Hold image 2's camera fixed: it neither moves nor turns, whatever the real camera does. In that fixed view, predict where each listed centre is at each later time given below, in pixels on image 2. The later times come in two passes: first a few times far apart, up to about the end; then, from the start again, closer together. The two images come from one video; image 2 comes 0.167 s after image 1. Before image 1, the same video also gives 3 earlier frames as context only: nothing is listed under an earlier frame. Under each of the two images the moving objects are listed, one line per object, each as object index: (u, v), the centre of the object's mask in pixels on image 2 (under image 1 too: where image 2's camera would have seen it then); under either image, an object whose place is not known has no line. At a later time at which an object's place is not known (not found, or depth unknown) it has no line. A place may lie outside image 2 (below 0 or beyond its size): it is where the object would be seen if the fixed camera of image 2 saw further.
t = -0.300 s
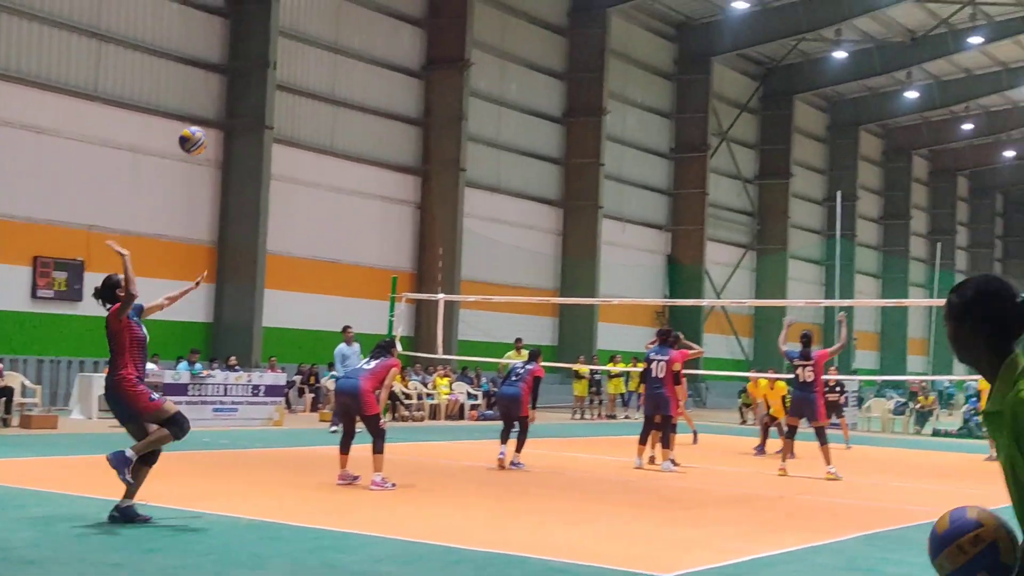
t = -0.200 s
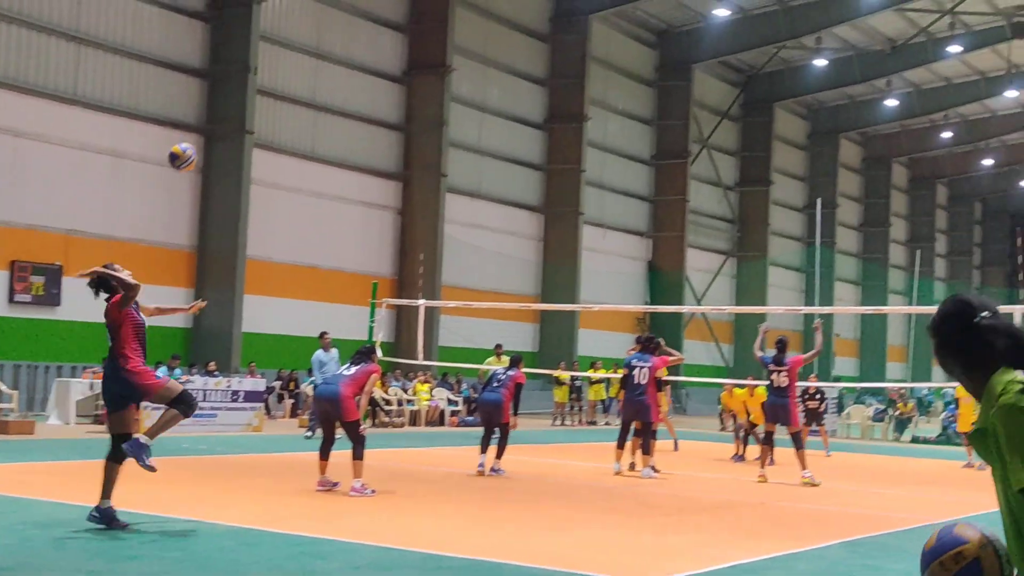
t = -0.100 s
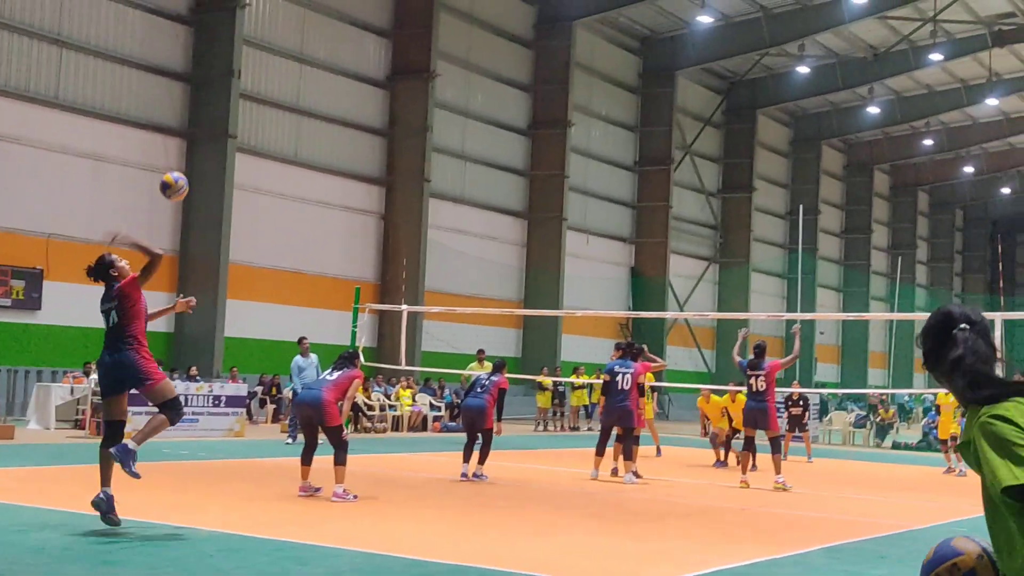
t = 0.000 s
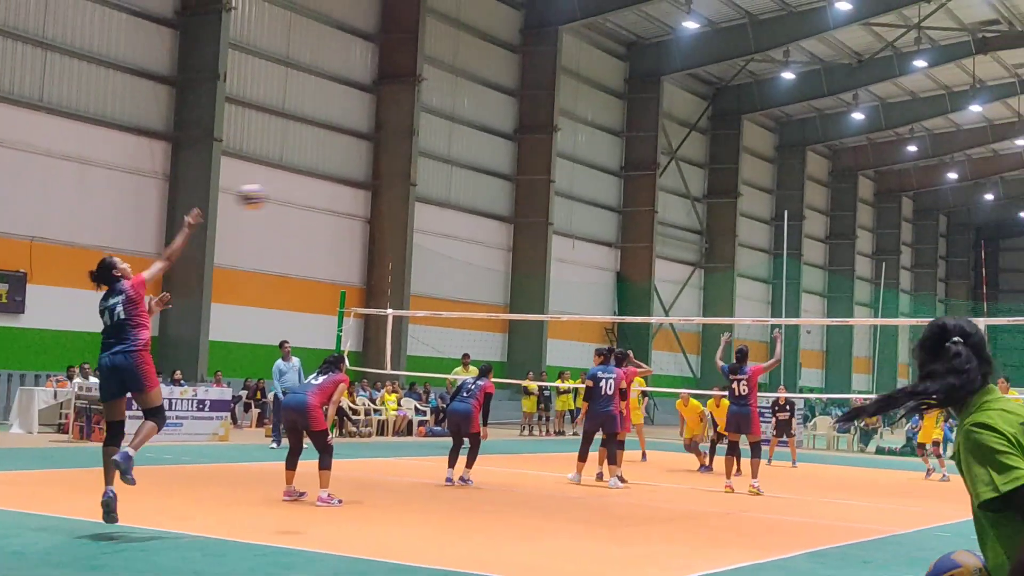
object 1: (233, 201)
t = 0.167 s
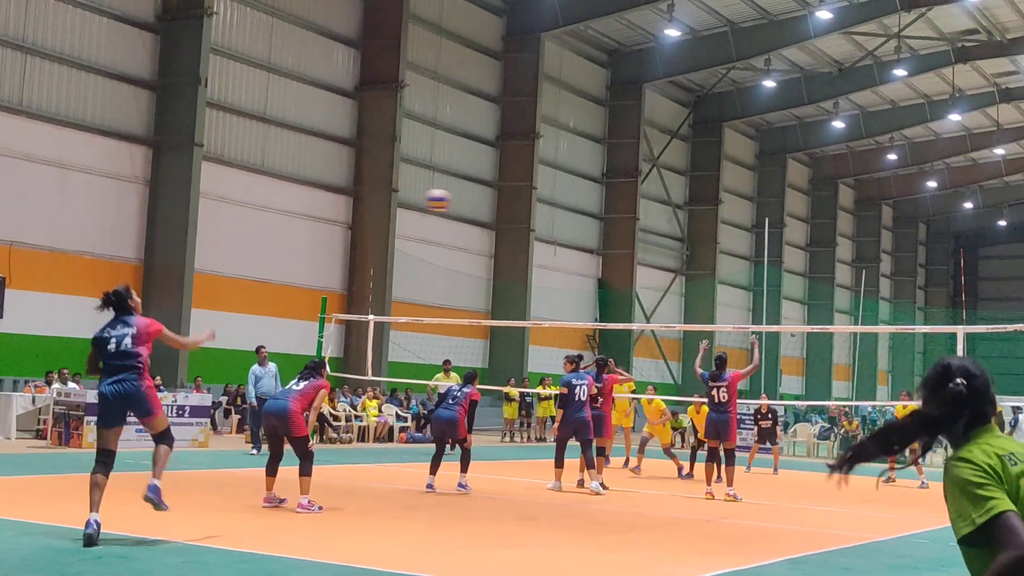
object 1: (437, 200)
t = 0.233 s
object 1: (502, 206)
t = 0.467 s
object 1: (673, 251)
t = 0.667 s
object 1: (780, 312)
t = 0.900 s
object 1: (864, 395)
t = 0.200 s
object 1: (471, 202)
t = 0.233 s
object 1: (502, 206)
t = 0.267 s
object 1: (529, 210)
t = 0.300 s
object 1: (557, 214)
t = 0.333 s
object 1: (584, 221)
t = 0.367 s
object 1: (609, 228)
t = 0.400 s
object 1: (630, 235)
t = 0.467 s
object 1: (673, 251)
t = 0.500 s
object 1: (694, 260)
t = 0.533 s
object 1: (712, 269)
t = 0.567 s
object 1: (730, 279)
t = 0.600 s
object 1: (749, 290)
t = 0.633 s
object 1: (764, 301)
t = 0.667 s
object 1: (780, 312)
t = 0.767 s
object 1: (824, 348)
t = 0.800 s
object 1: (833, 360)
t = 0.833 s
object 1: (845, 373)
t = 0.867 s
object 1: (857, 386)
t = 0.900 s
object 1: (864, 395)
